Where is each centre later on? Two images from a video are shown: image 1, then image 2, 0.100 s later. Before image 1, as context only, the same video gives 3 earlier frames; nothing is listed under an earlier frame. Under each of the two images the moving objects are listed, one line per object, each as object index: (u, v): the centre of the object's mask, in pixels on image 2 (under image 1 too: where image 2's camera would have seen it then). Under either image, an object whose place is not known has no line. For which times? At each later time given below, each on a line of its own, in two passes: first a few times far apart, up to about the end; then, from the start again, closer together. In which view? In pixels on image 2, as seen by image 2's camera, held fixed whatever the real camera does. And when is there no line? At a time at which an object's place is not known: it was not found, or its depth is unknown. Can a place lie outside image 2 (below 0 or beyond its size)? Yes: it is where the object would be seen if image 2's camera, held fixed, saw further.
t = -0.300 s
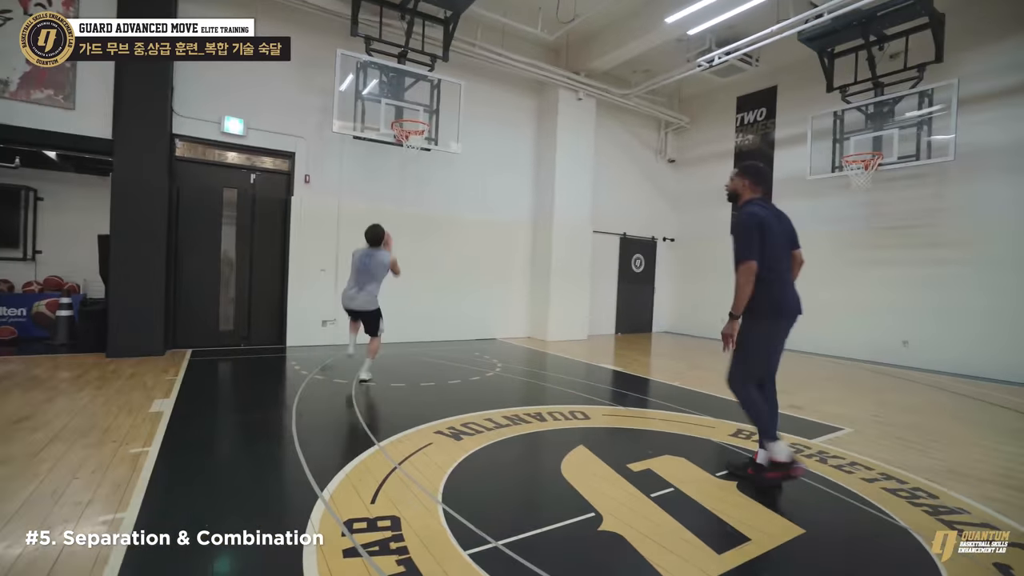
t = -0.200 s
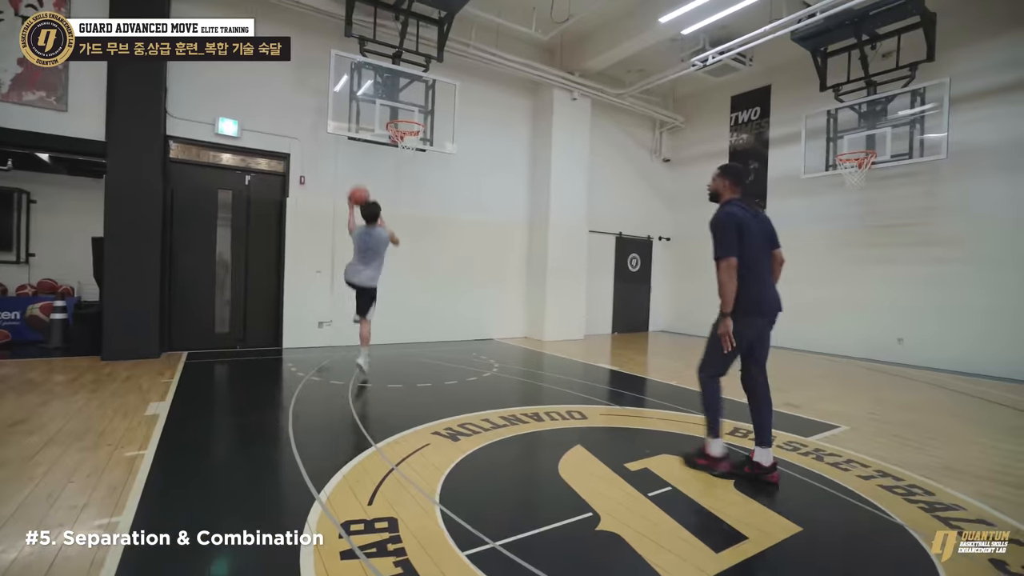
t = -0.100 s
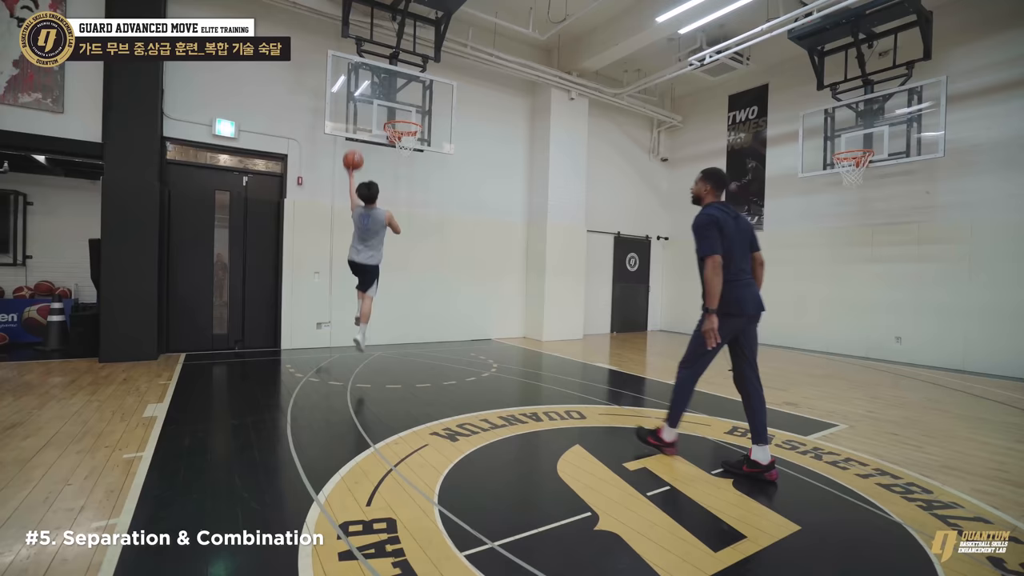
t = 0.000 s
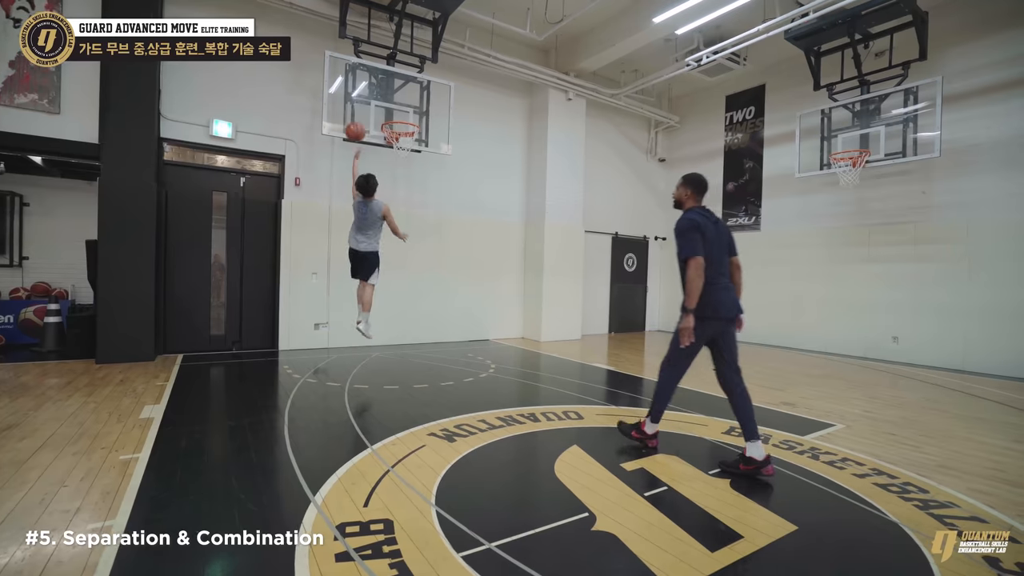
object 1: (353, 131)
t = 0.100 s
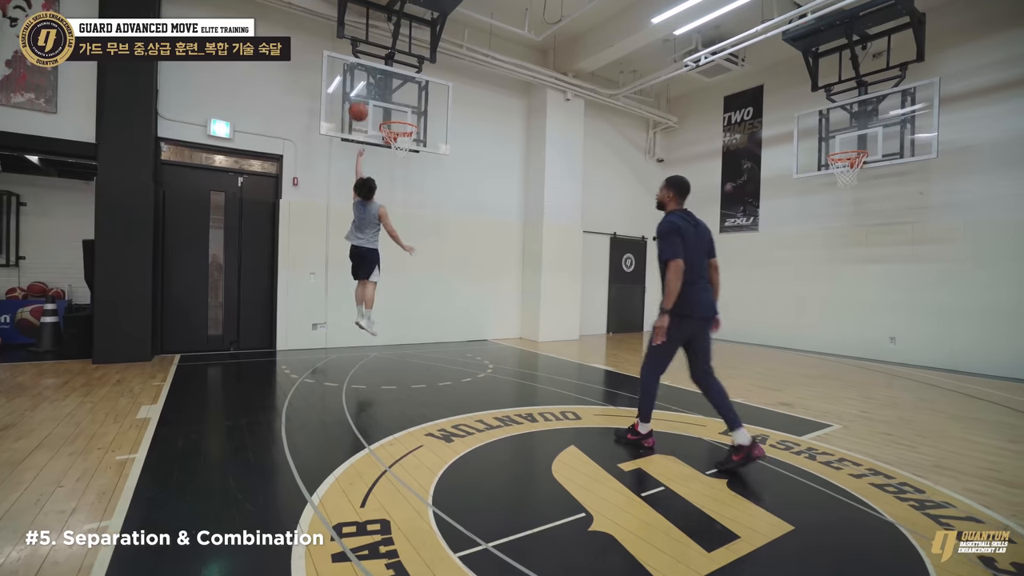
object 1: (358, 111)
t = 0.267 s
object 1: (365, 97)
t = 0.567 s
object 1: (376, 108)
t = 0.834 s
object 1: (357, 104)
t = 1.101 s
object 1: (328, 146)
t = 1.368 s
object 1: (295, 261)
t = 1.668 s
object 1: (260, 310)
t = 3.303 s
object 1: (5, 276)
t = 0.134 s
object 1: (360, 107)
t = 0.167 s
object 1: (361, 103)
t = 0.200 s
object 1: (362, 100)
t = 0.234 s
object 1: (364, 98)
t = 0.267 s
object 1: (365, 97)
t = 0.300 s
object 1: (366, 97)
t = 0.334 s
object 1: (366, 96)
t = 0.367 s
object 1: (368, 96)
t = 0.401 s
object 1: (370, 96)
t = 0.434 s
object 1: (371, 96)
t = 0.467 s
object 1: (372, 98)
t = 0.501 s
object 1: (373, 101)
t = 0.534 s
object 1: (375, 104)
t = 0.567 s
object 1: (376, 108)
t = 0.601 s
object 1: (377, 114)
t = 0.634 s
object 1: (375, 112)
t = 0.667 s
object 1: (373, 109)
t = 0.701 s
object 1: (369, 106)
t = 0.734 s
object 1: (367, 104)
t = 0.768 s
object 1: (363, 104)
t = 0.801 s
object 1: (360, 103)
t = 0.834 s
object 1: (357, 104)
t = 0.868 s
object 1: (354, 106)
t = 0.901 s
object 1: (350, 109)
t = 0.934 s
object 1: (347, 112)
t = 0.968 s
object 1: (343, 117)
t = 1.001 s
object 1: (339, 122)
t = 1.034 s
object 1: (335, 129)
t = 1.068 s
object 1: (331, 137)
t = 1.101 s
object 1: (328, 146)
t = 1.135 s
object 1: (324, 155)
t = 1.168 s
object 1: (320, 167)
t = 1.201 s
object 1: (316, 179)
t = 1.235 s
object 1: (312, 192)
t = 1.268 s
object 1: (307, 207)
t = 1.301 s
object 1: (303, 224)
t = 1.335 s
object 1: (299, 242)
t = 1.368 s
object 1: (295, 261)
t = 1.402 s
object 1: (290, 280)
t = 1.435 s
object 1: (286, 301)
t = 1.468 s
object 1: (281, 324)
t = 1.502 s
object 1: (276, 348)
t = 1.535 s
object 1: (272, 373)
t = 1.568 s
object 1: (269, 359)
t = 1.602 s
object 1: (267, 342)
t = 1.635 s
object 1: (264, 325)
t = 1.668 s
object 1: (260, 310)
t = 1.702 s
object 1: (257, 295)
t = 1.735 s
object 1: (254, 281)
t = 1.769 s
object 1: (249, 268)
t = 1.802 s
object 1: (246, 256)
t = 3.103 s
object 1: (47, 280)
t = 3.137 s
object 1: (40, 276)
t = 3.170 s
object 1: (34, 273)
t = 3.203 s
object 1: (27, 271)
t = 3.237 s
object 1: (19, 271)
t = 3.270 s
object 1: (13, 272)
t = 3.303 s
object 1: (5, 276)
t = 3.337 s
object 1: (-2, 280)
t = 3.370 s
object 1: (-8, 288)
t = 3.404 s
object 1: (-15, 296)
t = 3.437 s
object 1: (-23, 304)
